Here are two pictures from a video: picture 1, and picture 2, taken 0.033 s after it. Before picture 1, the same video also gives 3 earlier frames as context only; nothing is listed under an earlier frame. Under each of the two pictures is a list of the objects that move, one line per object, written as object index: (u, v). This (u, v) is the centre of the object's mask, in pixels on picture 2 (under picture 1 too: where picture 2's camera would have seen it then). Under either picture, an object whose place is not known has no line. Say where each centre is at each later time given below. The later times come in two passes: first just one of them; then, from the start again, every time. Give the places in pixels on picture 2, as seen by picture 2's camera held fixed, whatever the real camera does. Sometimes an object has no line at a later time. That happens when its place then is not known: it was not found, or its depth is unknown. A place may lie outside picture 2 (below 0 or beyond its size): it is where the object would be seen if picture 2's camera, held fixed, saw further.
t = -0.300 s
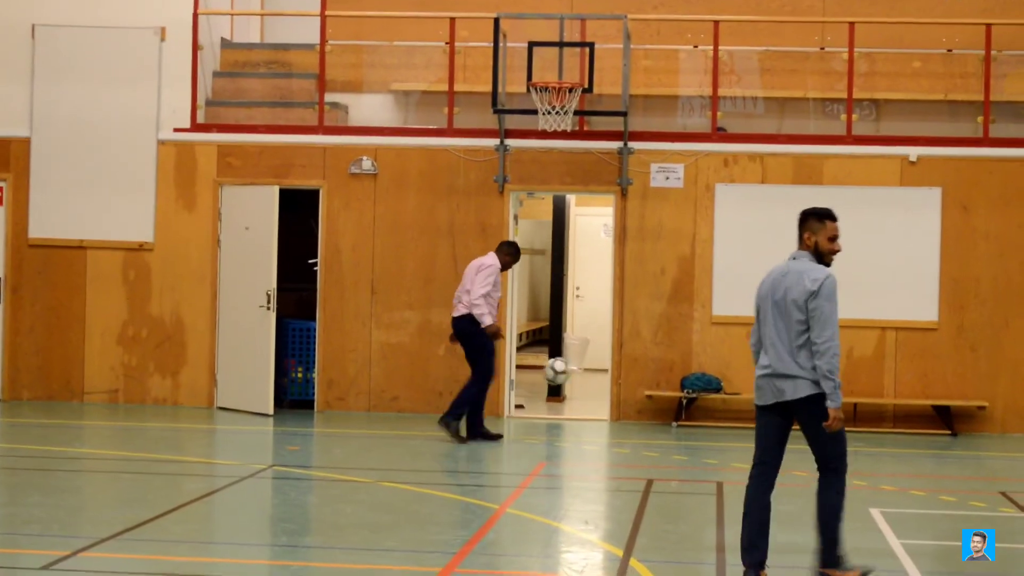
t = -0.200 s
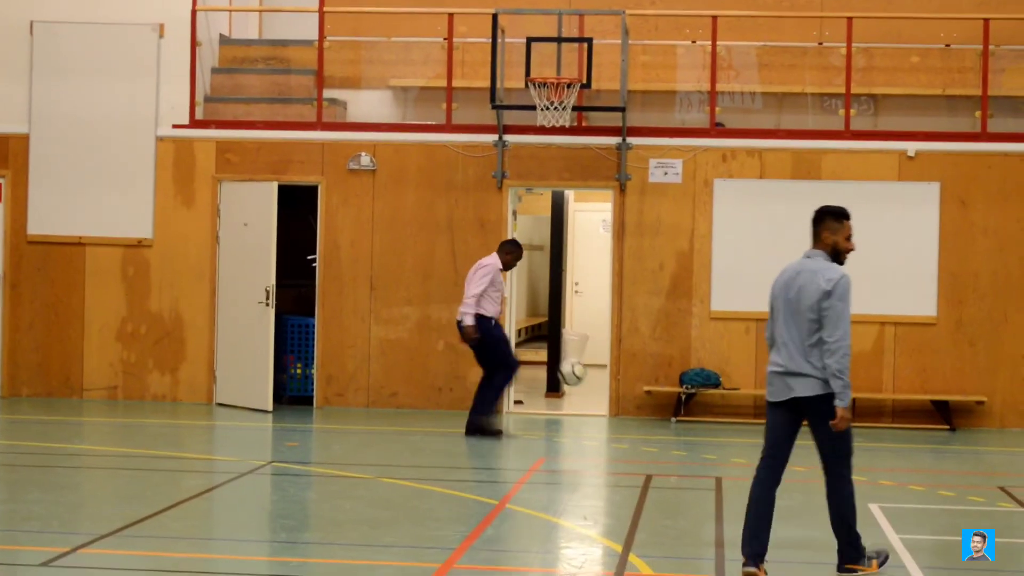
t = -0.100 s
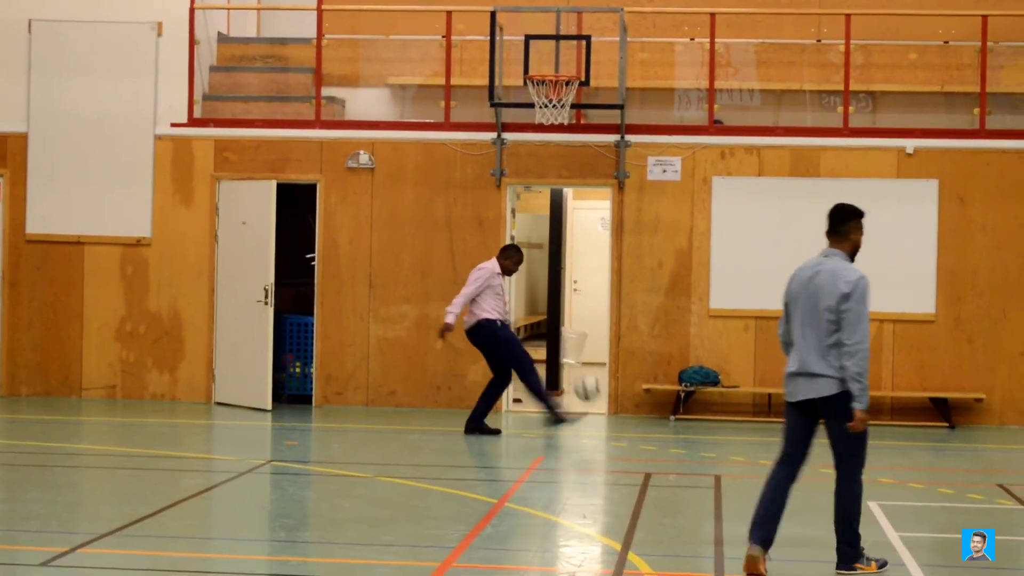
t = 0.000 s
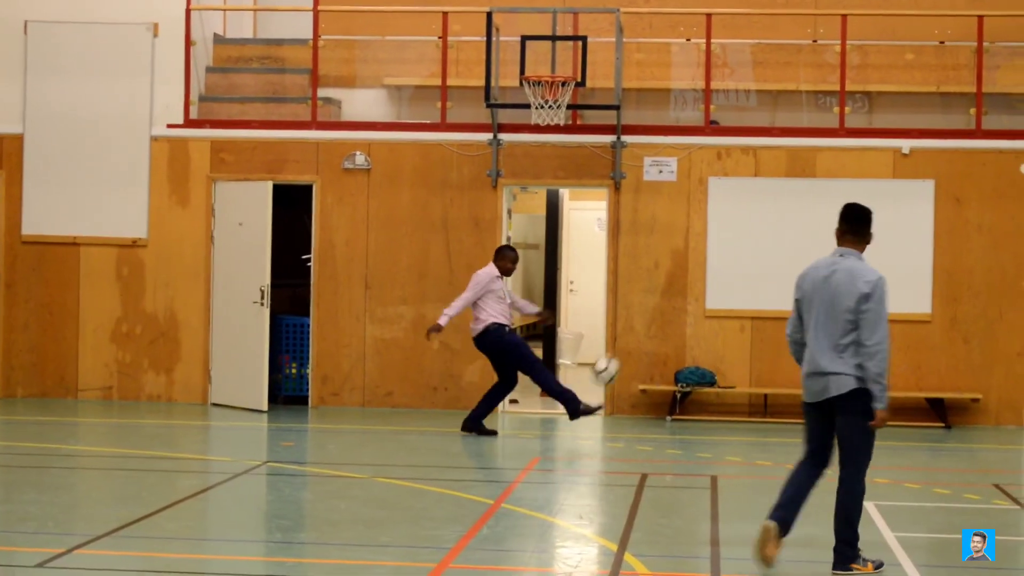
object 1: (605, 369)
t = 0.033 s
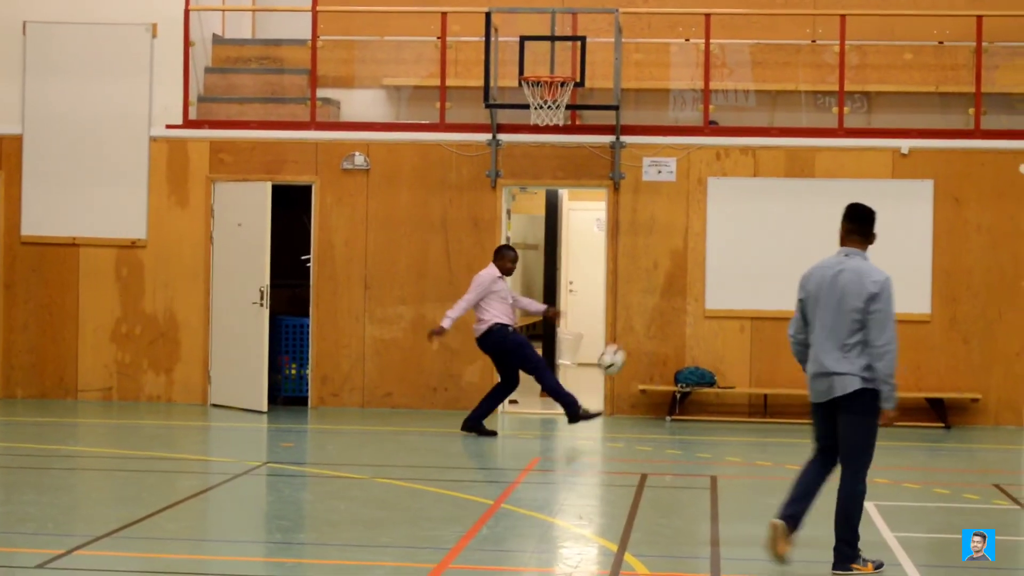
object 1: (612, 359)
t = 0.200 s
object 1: (646, 330)
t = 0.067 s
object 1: (619, 352)
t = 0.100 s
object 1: (626, 343)
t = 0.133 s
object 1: (633, 337)
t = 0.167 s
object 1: (640, 332)
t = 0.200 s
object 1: (646, 330)
